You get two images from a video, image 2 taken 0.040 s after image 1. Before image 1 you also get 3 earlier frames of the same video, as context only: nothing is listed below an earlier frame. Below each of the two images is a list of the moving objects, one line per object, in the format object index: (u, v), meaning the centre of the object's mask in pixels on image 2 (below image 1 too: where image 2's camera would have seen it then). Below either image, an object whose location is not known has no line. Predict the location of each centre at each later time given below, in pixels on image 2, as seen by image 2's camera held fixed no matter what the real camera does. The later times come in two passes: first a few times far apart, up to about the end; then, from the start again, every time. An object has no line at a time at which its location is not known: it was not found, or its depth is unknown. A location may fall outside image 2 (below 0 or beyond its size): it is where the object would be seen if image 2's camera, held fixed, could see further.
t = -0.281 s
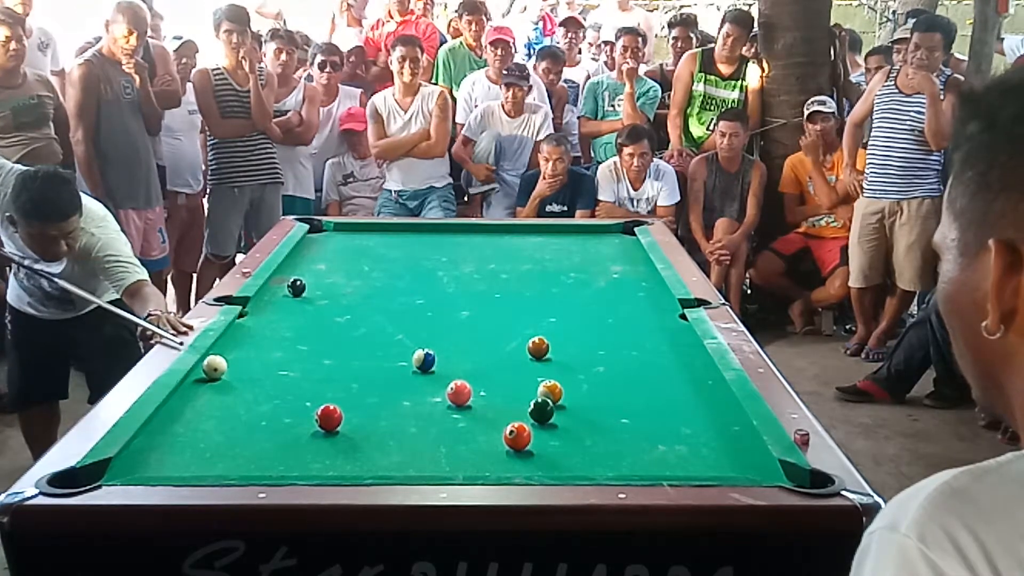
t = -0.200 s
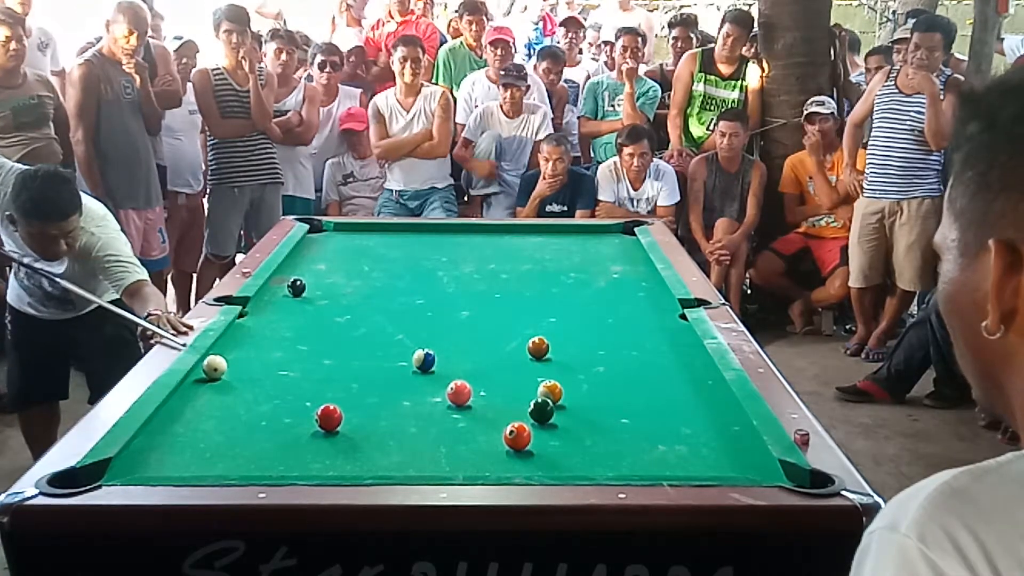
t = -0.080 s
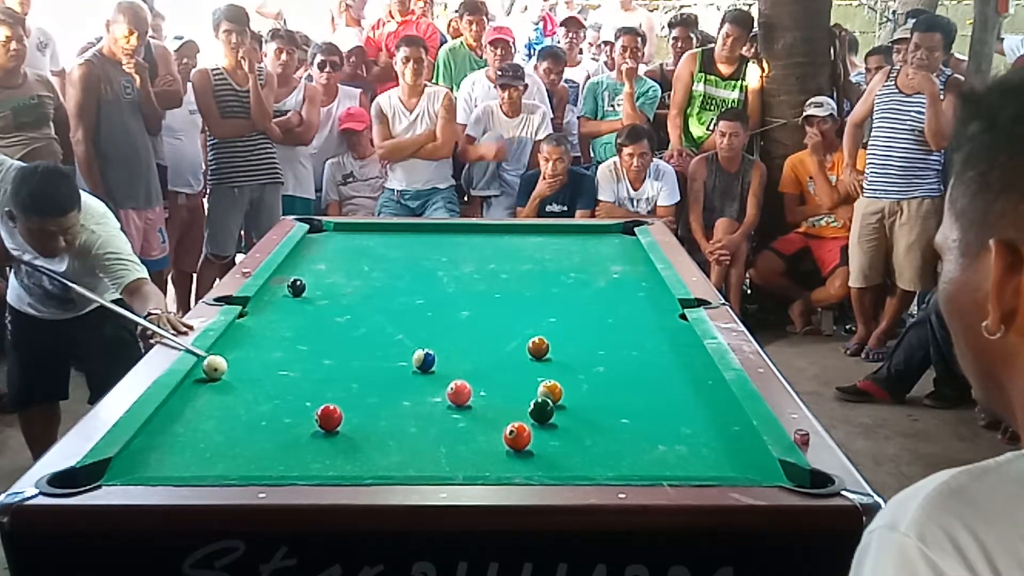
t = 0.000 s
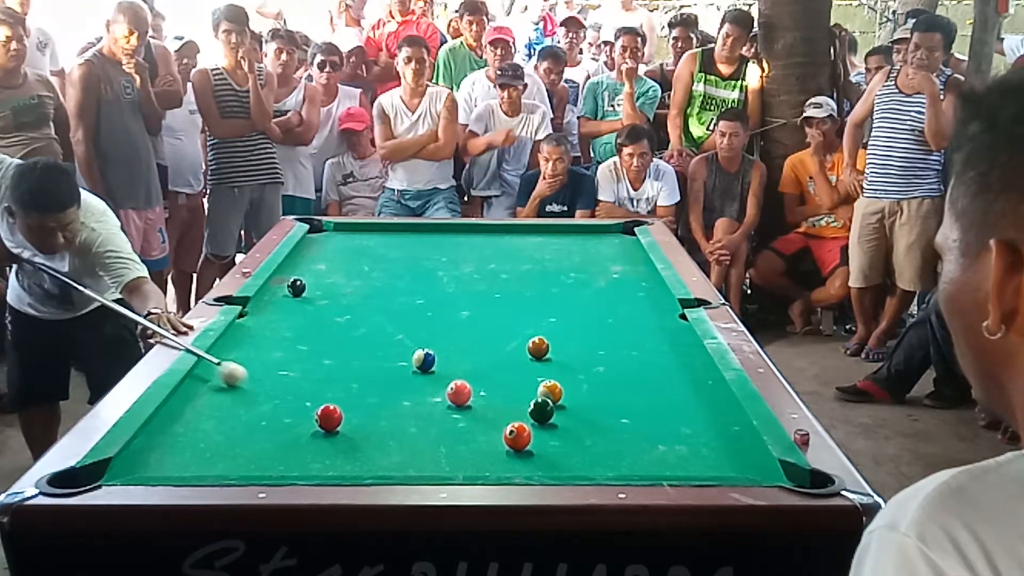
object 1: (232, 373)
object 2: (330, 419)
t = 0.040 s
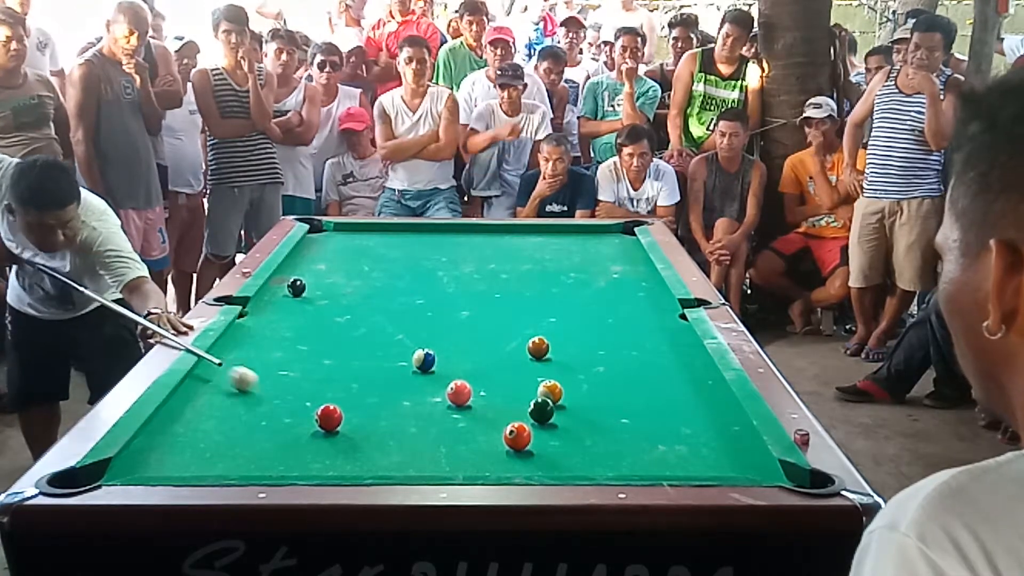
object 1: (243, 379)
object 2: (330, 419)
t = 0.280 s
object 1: (308, 409)
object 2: (330, 419)
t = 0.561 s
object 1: (326, 421)
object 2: (400, 448)
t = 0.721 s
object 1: (335, 426)
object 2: (441, 463)
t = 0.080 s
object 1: (254, 384)
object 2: (330, 419)
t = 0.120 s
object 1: (265, 388)
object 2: (330, 419)
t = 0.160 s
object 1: (275, 393)
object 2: (330, 419)
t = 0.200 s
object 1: (288, 399)
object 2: (329, 419)
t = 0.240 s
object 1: (300, 404)
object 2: (330, 419)
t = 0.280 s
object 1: (308, 409)
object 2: (330, 419)
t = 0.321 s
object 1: (313, 412)
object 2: (341, 424)
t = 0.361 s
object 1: (314, 413)
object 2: (353, 428)
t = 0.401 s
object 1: (316, 415)
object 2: (363, 433)
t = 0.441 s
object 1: (318, 416)
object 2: (372, 436)
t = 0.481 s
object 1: (321, 417)
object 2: (381, 440)
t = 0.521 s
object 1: (323, 419)
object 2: (390, 444)
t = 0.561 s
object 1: (326, 421)
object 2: (400, 448)
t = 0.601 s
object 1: (328, 422)
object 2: (410, 452)
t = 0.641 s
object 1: (330, 424)
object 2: (420, 456)
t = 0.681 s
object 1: (333, 425)
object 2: (430, 460)
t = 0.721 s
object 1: (335, 426)
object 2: (441, 463)
